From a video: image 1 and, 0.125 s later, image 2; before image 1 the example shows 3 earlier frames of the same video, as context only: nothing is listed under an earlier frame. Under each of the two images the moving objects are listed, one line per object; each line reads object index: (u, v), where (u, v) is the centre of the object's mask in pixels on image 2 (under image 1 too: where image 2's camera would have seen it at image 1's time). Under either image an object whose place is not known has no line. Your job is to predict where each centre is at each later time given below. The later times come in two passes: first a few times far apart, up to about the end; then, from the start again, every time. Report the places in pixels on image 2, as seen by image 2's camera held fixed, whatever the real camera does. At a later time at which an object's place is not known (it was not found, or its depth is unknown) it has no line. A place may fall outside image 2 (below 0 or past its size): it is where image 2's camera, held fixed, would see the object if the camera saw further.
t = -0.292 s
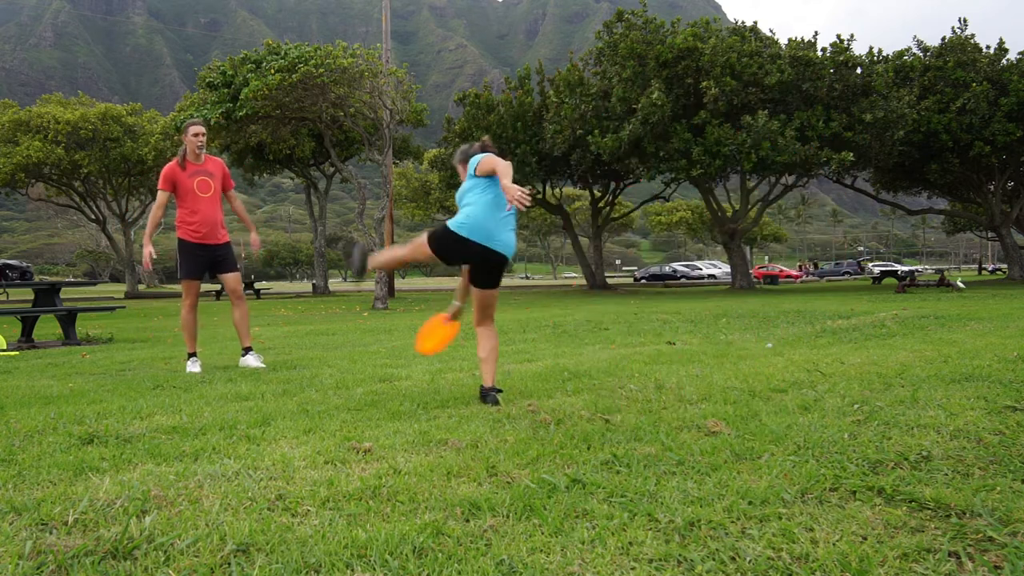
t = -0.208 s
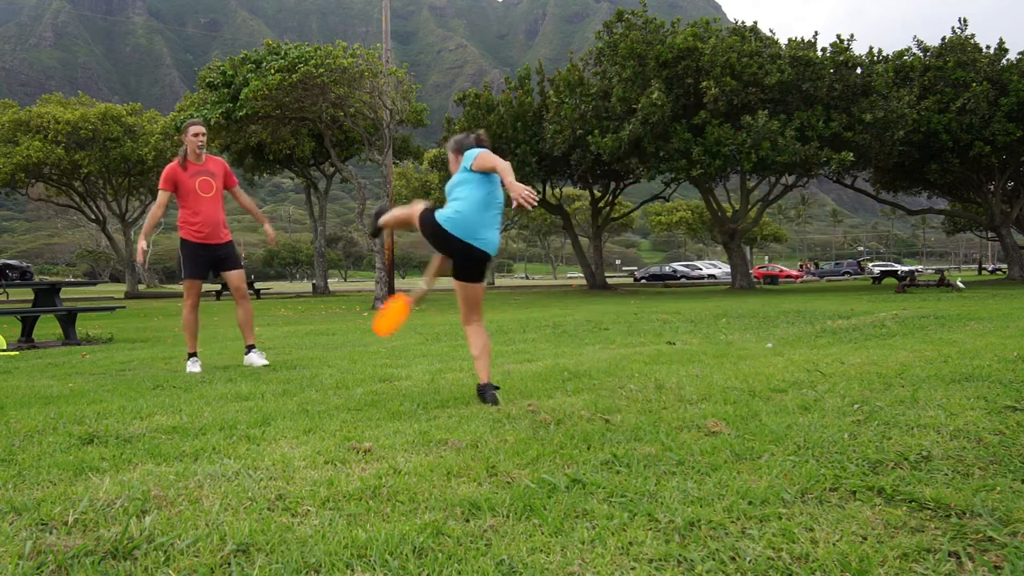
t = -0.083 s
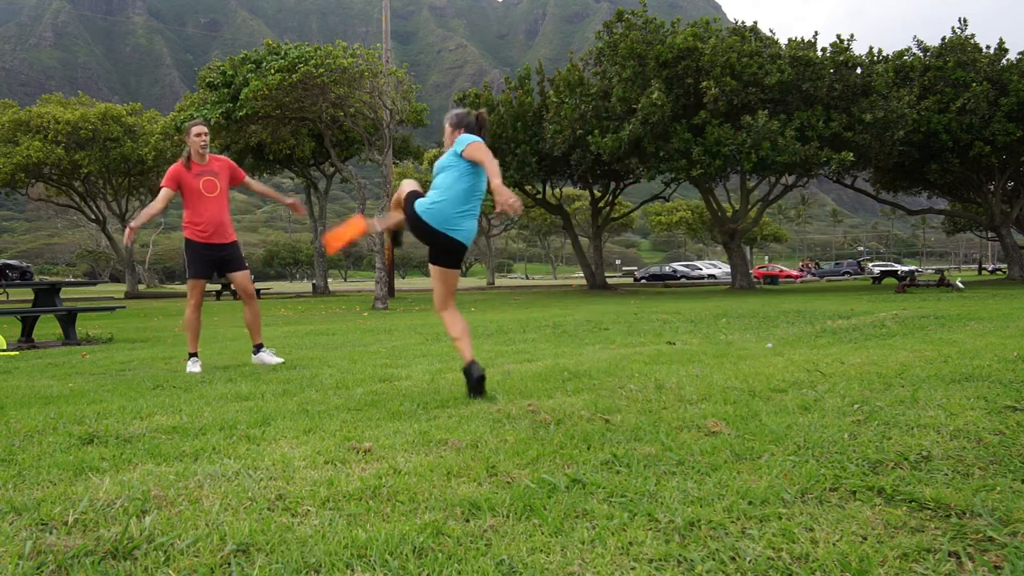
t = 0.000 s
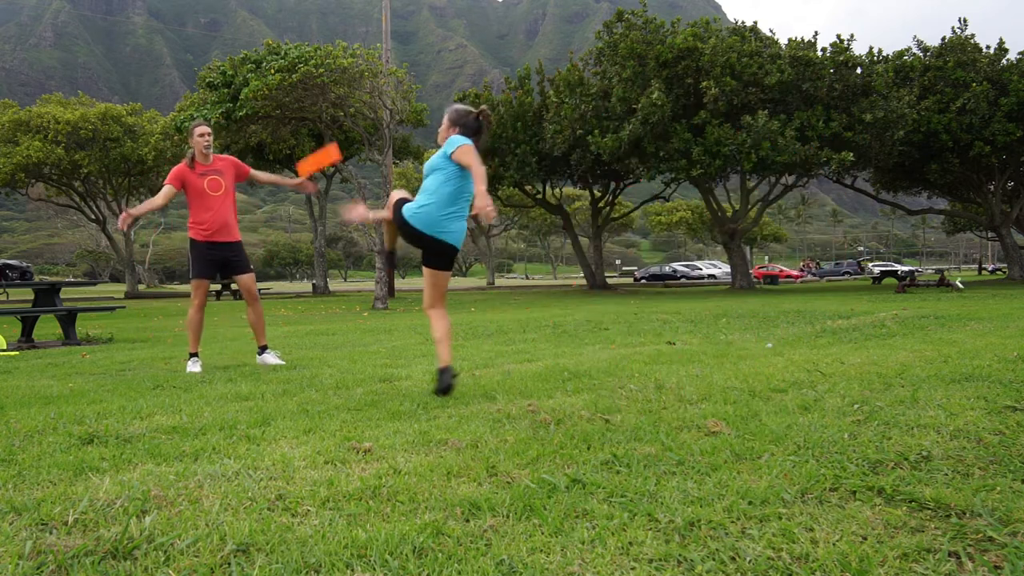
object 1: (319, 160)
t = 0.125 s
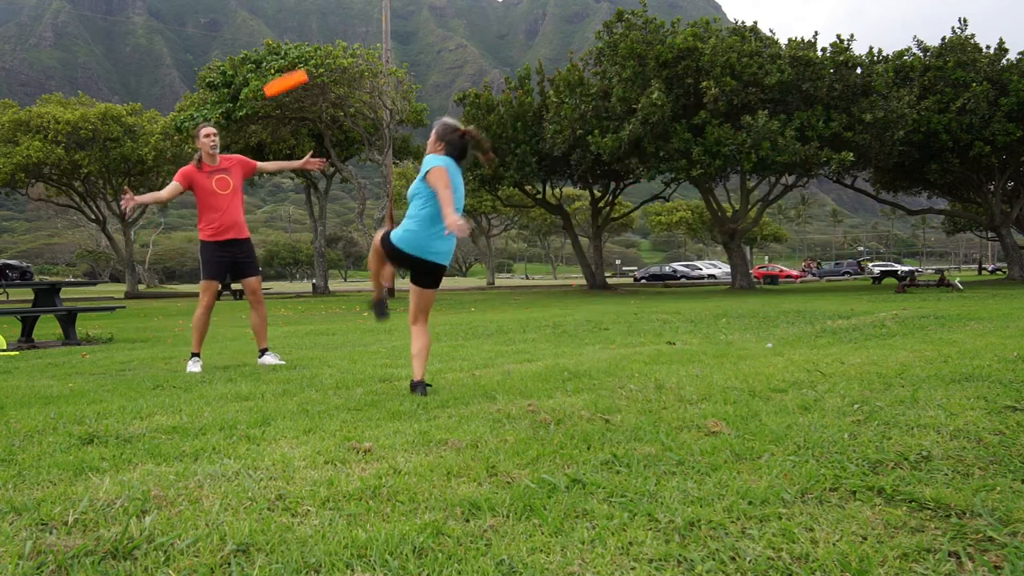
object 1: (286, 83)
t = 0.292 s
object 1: (249, 32)
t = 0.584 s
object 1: (192, 50)
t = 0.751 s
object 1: (161, 108)
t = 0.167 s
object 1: (276, 65)
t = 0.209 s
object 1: (267, 50)
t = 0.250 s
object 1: (257, 39)
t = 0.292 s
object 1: (249, 32)
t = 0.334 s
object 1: (239, 26)
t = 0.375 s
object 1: (231, 24)
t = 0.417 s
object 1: (223, 24)
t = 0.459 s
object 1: (215, 27)
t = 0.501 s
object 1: (207, 33)
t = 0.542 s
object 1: (200, 40)
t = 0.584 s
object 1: (192, 50)
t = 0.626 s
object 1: (184, 62)
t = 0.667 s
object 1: (177, 76)
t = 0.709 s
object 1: (168, 92)
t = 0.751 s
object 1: (161, 108)
